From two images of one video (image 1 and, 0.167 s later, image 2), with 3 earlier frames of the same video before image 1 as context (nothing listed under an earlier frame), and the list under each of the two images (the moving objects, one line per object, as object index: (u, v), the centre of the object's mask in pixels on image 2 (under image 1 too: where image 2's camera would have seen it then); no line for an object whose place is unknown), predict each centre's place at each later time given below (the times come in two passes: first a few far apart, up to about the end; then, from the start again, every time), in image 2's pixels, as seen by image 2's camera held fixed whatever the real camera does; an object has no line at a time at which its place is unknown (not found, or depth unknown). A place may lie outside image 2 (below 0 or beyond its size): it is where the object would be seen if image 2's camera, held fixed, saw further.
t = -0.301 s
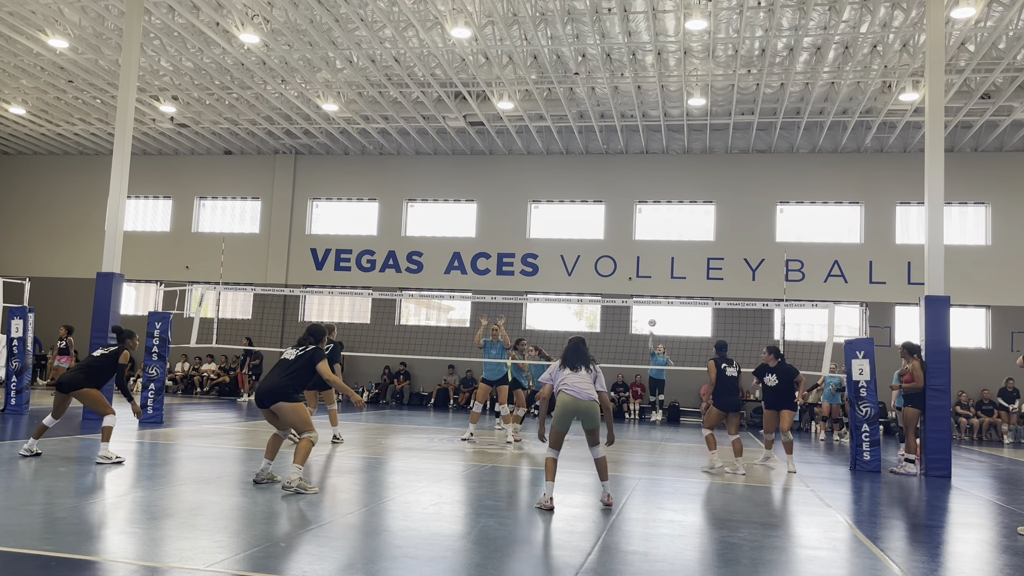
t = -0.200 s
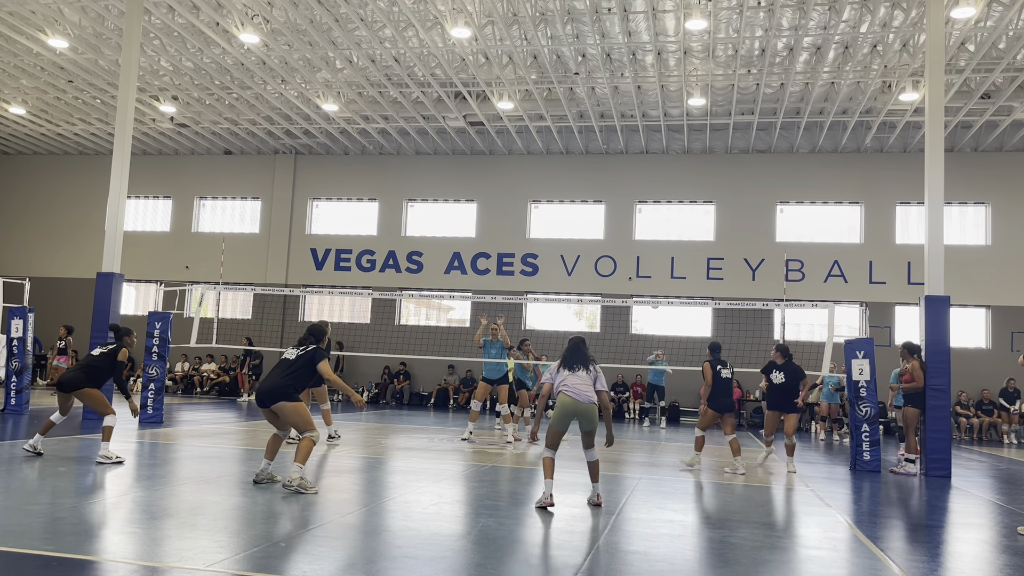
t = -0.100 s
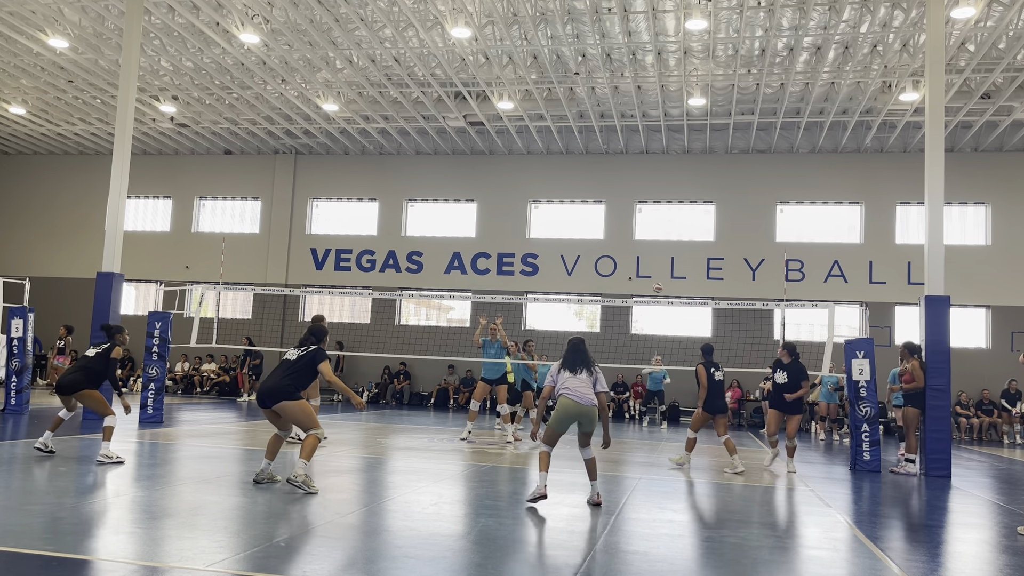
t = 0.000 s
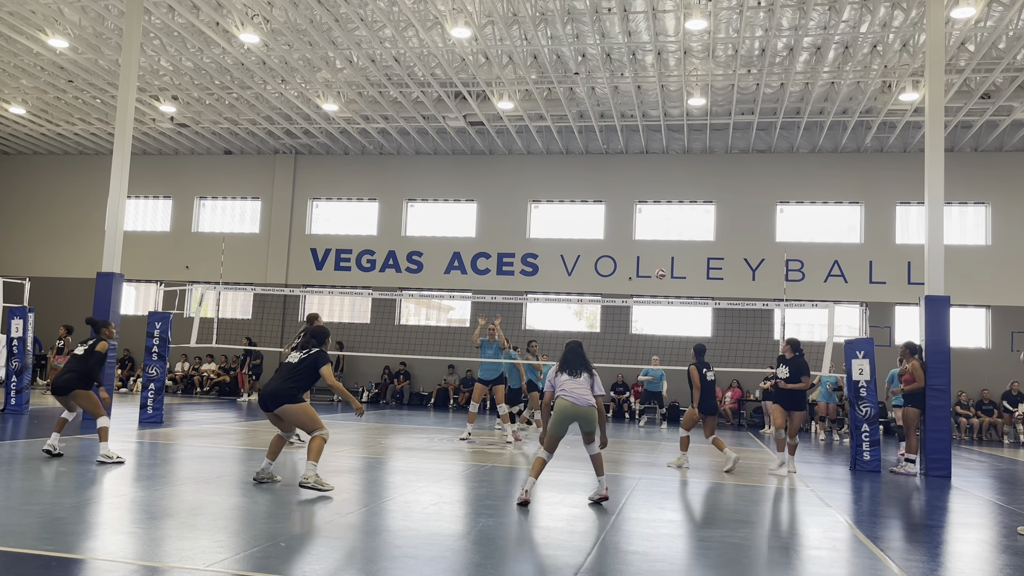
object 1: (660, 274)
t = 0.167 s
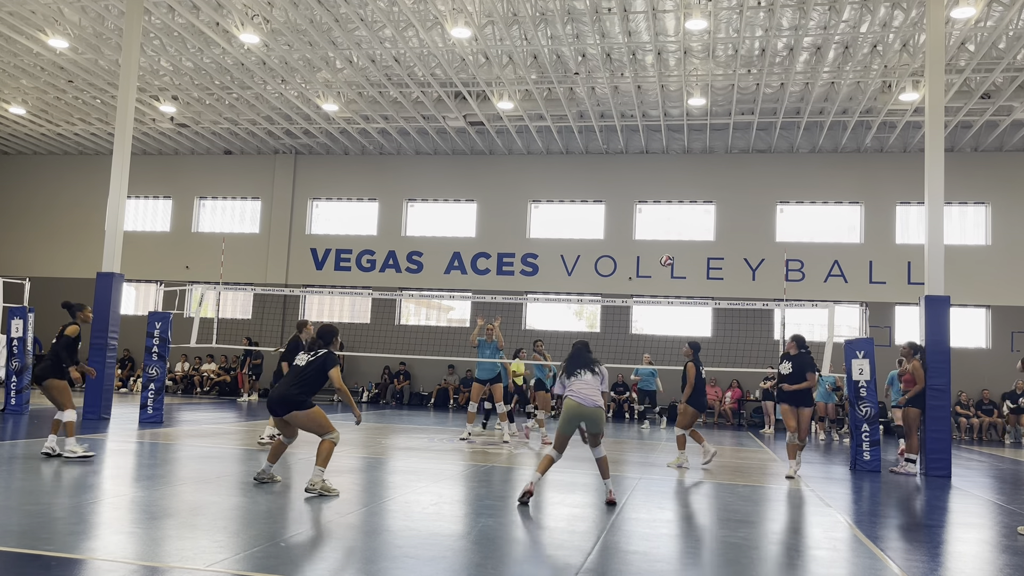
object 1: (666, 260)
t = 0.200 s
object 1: (667, 260)
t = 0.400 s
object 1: (671, 274)
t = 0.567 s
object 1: (669, 318)
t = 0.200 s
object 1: (667, 260)
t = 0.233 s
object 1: (668, 260)
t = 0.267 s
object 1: (670, 261)
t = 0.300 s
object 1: (670, 263)
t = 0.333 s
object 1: (671, 265)
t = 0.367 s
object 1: (671, 269)
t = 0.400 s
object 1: (671, 274)
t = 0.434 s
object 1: (671, 279)
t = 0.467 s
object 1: (671, 286)
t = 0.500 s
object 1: (671, 295)
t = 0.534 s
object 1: (670, 305)
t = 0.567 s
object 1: (669, 318)
